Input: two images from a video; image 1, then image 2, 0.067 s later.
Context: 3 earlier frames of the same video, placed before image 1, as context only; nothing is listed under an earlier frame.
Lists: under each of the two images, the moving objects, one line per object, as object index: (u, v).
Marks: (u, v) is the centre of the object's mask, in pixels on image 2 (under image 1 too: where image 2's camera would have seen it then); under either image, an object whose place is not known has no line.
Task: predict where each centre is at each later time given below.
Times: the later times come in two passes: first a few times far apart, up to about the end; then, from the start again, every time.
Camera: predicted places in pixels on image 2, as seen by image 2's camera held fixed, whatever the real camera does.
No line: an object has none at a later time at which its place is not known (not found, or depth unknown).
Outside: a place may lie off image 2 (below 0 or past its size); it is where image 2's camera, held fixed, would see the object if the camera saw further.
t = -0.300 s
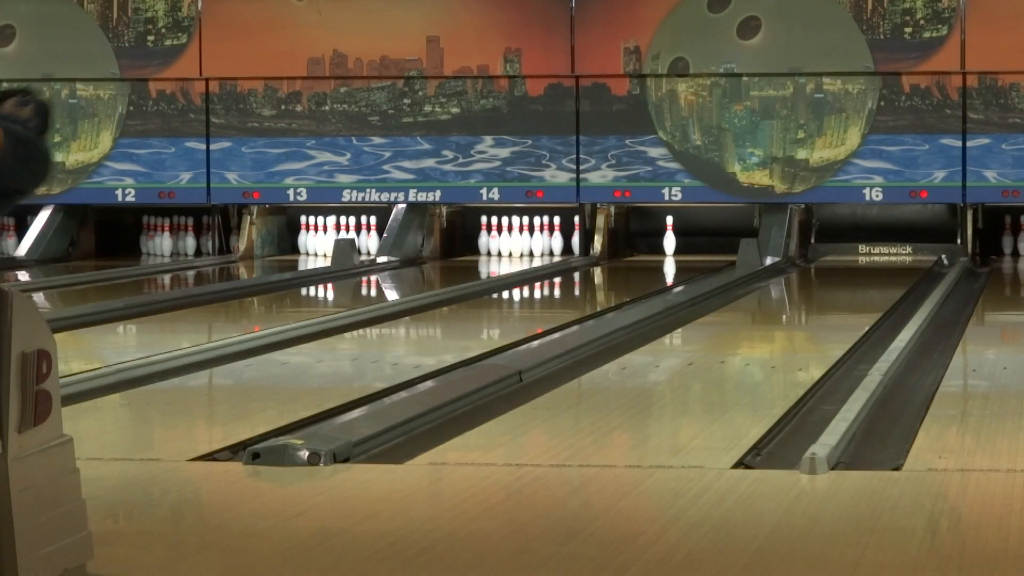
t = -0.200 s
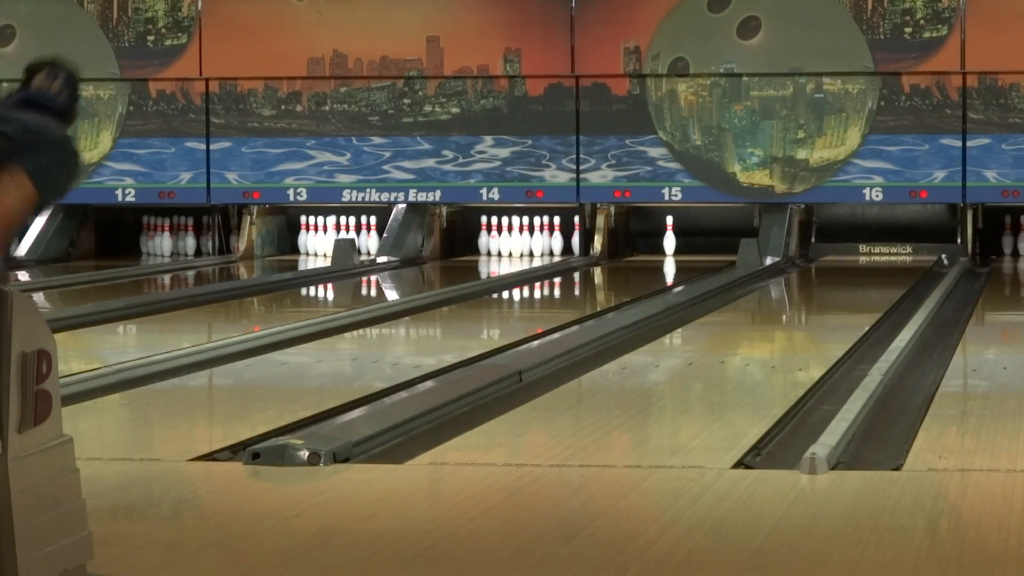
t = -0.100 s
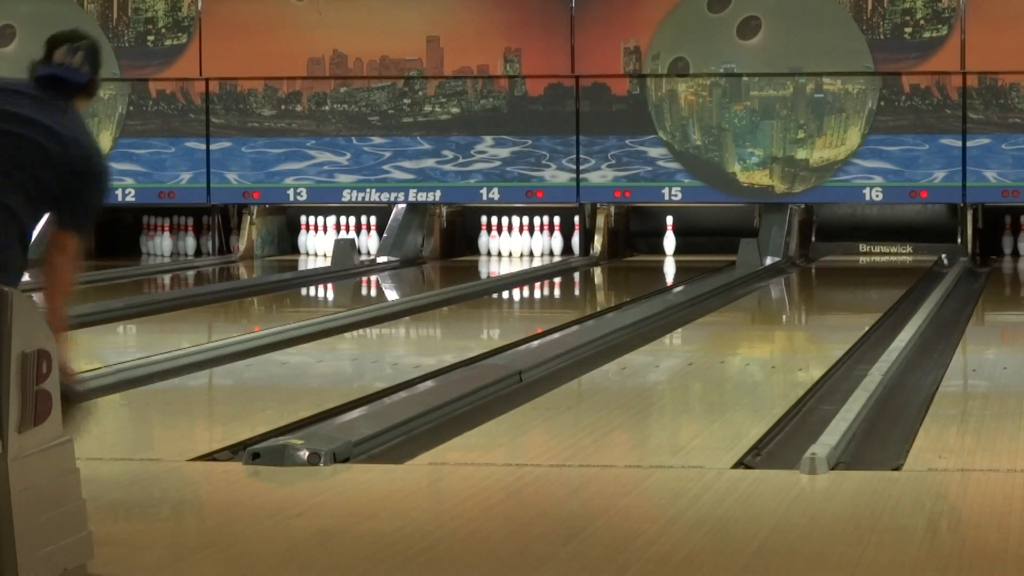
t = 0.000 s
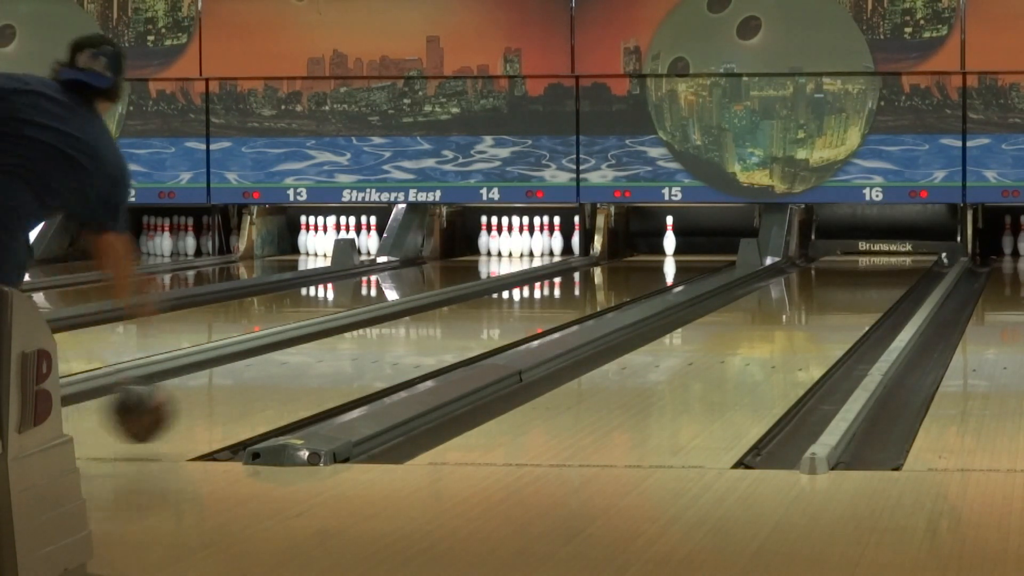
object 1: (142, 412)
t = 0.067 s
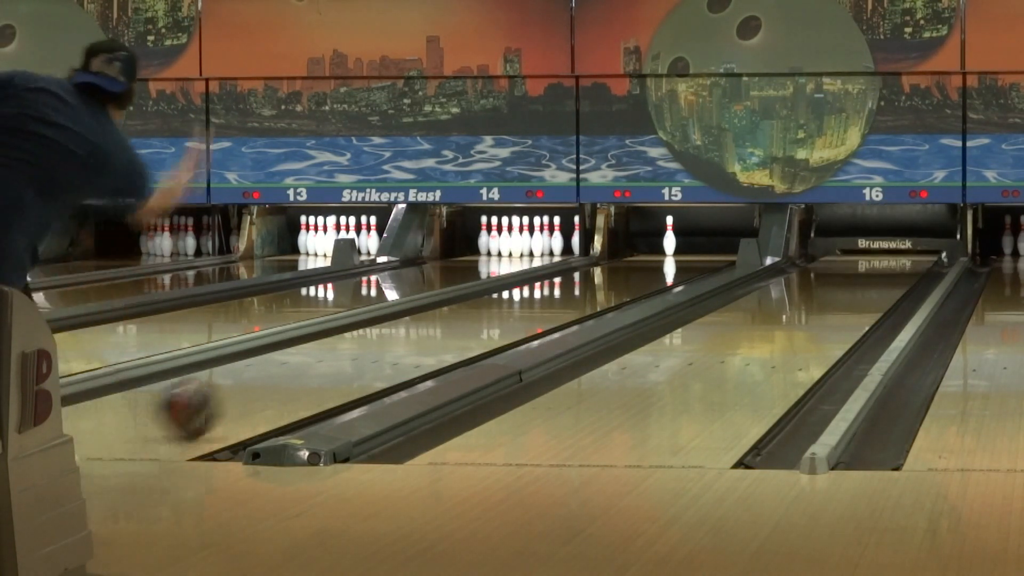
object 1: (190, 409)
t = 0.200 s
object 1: (271, 382)
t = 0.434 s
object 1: (378, 345)
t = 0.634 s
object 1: (446, 322)
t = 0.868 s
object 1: (505, 304)
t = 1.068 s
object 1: (547, 288)
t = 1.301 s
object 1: (586, 276)
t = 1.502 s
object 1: (612, 267)
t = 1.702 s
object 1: (634, 256)
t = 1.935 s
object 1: (654, 249)
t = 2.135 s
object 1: (664, 243)
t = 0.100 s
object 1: (212, 400)
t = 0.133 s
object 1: (233, 394)
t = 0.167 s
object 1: (252, 388)
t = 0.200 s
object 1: (271, 382)
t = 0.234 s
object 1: (289, 375)
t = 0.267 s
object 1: (305, 371)
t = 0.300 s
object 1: (321, 366)
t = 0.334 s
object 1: (337, 359)
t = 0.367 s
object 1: (350, 355)
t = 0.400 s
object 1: (365, 350)
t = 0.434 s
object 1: (378, 345)
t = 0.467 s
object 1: (391, 340)
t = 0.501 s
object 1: (402, 337)
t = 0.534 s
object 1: (414, 332)
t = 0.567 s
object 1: (426, 329)
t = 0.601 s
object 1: (436, 326)
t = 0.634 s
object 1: (446, 322)
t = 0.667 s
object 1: (455, 320)
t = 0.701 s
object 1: (464, 316)
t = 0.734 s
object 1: (472, 313)
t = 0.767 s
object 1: (482, 310)
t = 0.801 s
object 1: (490, 308)
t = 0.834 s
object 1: (497, 305)
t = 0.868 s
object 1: (505, 304)
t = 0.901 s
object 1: (513, 301)
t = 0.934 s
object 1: (521, 298)
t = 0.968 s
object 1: (528, 297)
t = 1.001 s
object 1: (533, 293)
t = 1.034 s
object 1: (540, 291)
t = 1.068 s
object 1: (547, 288)
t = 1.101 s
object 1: (554, 286)
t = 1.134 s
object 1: (559, 284)
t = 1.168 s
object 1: (564, 281)
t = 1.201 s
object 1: (570, 280)
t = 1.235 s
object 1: (577, 279)
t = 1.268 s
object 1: (582, 277)
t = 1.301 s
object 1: (586, 276)
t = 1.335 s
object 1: (591, 273)
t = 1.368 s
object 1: (594, 271)
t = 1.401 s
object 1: (600, 269)
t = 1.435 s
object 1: (602, 267)
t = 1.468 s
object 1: (607, 269)
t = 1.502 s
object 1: (612, 267)
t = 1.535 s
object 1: (617, 265)
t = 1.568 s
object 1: (621, 262)
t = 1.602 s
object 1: (625, 259)
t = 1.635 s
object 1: (628, 258)
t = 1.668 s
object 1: (630, 257)
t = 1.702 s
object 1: (634, 256)
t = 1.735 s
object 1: (637, 254)
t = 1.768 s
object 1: (639, 256)
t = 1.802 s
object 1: (644, 253)
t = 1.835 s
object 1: (646, 252)
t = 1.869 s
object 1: (648, 251)
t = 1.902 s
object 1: (652, 249)
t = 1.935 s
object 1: (654, 249)
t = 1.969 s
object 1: (657, 247)
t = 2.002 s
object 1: (659, 246)
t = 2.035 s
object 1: (662, 246)
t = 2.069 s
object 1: (665, 245)
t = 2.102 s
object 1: (664, 244)
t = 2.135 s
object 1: (664, 243)
